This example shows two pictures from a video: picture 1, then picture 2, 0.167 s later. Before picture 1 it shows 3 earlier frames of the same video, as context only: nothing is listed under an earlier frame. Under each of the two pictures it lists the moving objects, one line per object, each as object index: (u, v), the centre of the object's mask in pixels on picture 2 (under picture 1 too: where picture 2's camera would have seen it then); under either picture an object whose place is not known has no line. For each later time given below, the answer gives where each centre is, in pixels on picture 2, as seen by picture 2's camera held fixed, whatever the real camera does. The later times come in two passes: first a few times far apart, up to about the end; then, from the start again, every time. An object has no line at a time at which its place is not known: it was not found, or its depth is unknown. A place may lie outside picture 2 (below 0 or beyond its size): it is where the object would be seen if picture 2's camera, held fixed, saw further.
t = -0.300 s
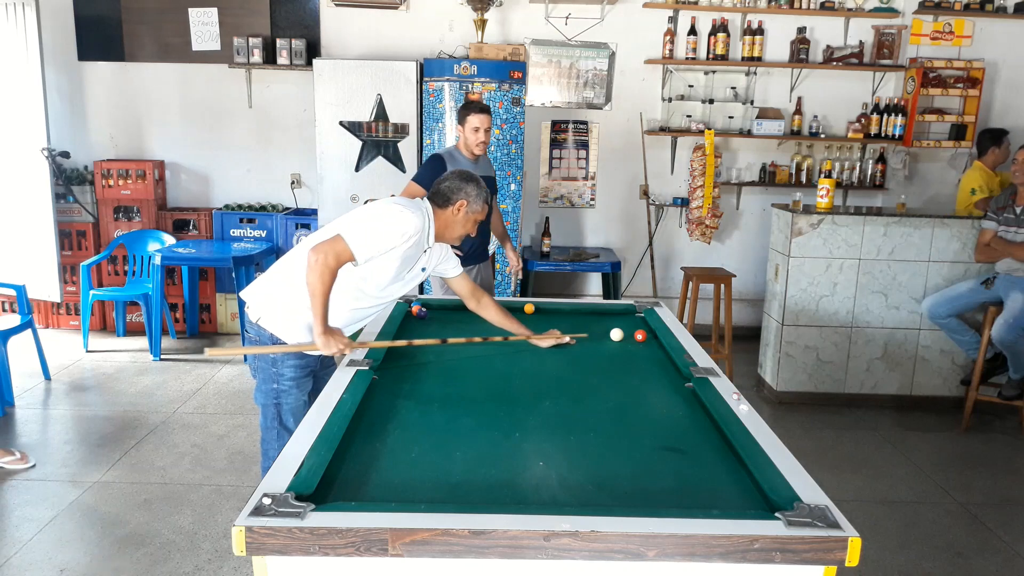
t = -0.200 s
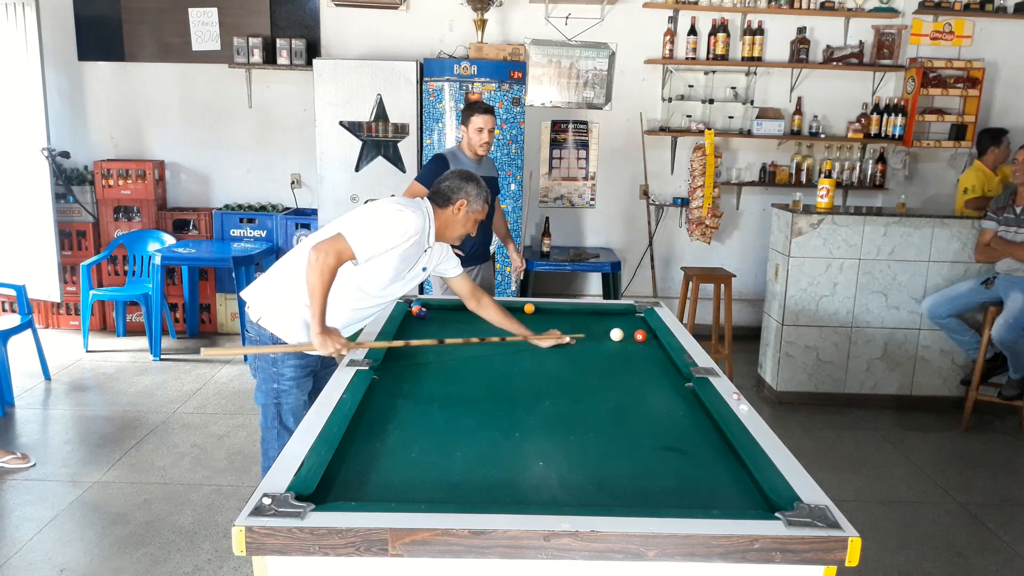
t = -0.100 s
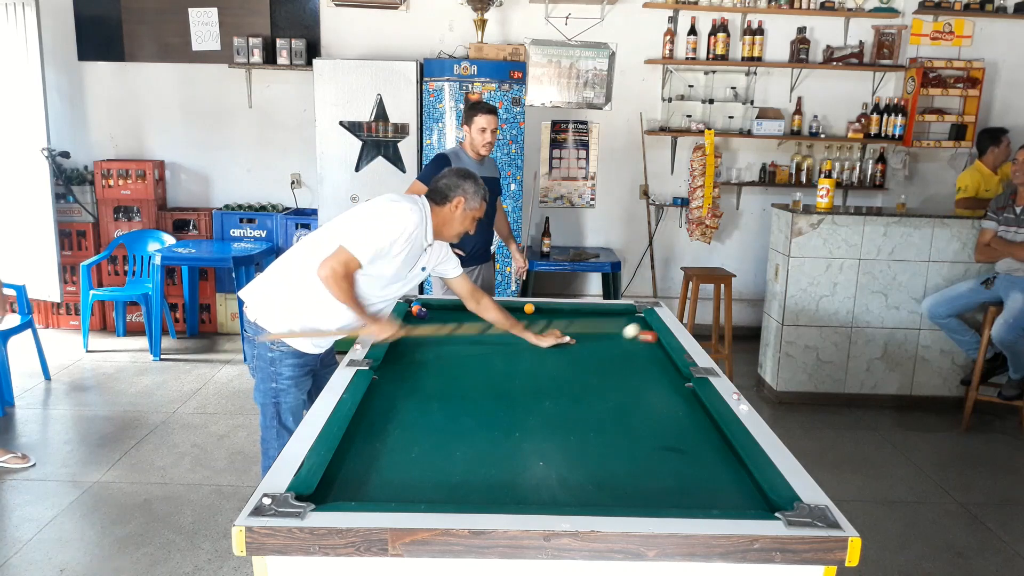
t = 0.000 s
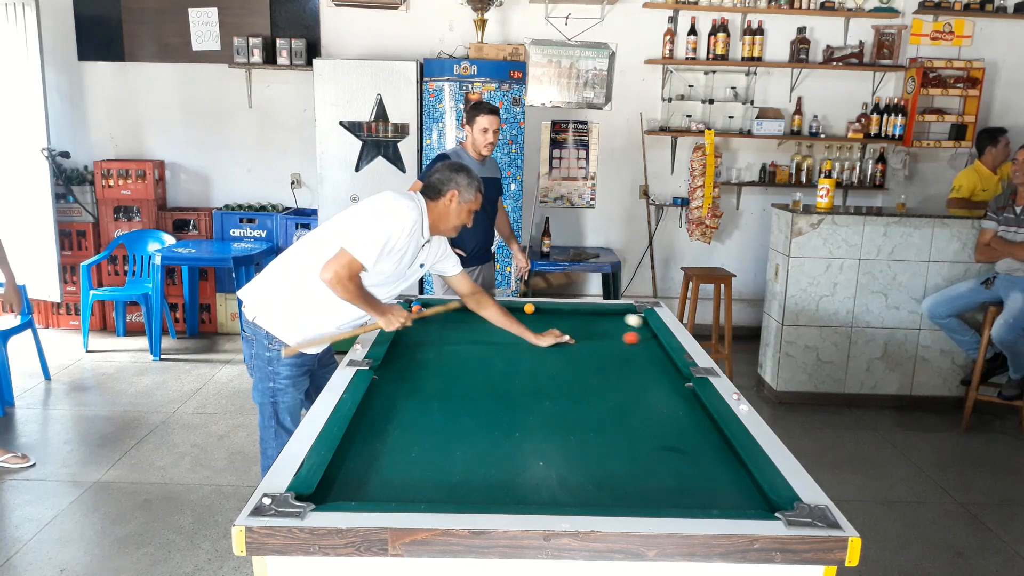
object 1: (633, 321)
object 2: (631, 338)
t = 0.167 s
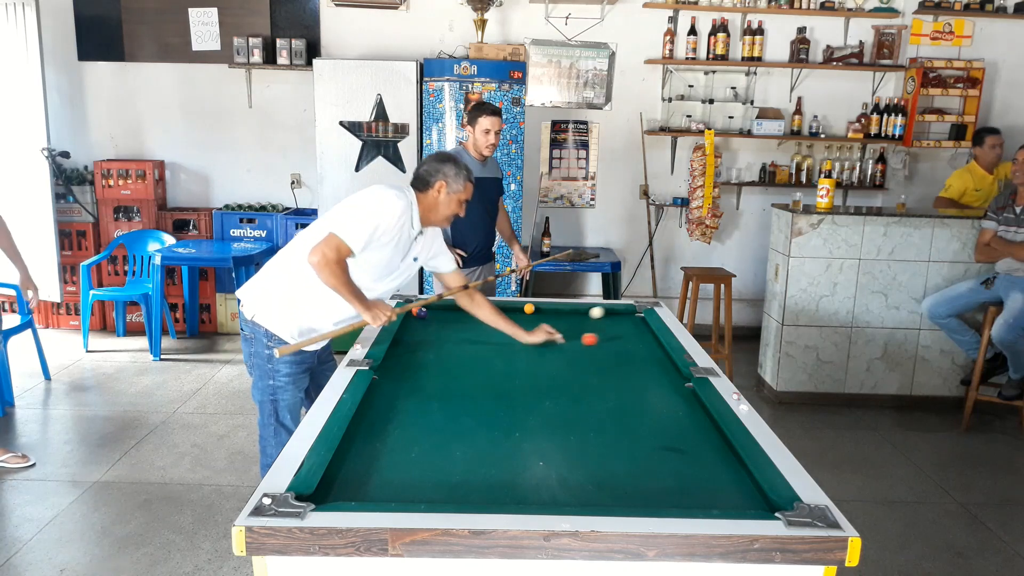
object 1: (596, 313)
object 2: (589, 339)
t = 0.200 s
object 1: (590, 314)
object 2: (581, 339)
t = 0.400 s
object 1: (550, 323)
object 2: (532, 341)
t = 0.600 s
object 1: (507, 332)
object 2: (482, 343)
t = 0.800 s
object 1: (460, 342)
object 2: (433, 344)
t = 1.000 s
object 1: (409, 354)
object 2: (401, 345)
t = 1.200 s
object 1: (407, 367)
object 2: (434, 349)
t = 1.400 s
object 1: (435, 381)
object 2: (465, 351)
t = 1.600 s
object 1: (465, 396)
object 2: (495, 352)
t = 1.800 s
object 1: (497, 414)
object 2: (524, 355)
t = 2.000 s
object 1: (532, 433)
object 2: (551, 357)
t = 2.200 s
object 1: (570, 454)
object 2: (578, 359)
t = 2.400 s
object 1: (612, 476)
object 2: (604, 361)
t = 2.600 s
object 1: (658, 499)
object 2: (629, 363)
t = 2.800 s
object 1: (689, 494)
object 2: (652, 365)
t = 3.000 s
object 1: (712, 481)
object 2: (671, 366)
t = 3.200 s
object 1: (732, 468)
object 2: (658, 367)
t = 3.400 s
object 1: (723, 458)
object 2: (648, 367)
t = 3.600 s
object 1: (703, 448)
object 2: (638, 367)
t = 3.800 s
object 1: (686, 440)
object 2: (630, 367)
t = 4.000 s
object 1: (669, 432)
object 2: (623, 367)
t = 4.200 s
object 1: (655, 426)
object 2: (618, 368)
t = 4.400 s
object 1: (642, 420)
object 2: (613, 368)
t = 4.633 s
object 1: (628, 414)
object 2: (610, 368)
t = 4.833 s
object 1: (618, 410)
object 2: (609, 368)
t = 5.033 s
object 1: (610, 406)
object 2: (609, 368)
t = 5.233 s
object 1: (602, 403)
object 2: (609, 368)
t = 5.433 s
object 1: (596, 401)
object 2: (609, 368)
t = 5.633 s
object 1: (591, 399)
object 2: (609, 368)
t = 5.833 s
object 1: (587, 397)
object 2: (609, 368)
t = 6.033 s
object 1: (584, 396)
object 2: (609, 368)
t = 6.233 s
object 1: (583, 396)
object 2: (609, 368)
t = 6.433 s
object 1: (582, 396)
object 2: (609, 368)
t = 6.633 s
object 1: (582, 396)
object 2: (609, 367)
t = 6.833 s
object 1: (582, 396)
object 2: (609, 368)
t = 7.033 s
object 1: (582, 396)
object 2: (609, 368)
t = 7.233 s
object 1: (582, 396)
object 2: (609, 368)
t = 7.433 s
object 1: (582, 396)
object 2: (609, 368)
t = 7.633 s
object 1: (582, 396)
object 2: (609, 368)
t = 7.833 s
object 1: (582, 396)
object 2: (609, 368)
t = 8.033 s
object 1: (582, 396)
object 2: (609, 368)
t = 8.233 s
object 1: (582, 396)
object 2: (609, 368)
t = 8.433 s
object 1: (582, 396)
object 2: (609, 368)
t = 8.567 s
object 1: (582, 396)
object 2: (609, 368)
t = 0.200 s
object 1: (590, 314)
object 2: (581, 339)
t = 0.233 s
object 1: (584, 316)
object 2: (573, 339)
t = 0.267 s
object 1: (577, 317)
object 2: (565, 340)
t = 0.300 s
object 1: (570, 319)
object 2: (556, 340)
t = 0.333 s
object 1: (564, 320)
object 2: (548, 340)
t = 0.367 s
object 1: (557, 321)
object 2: (540, 340)
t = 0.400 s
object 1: (550, 323)
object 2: (532, 341)
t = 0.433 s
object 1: (543, 324)
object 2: (523, 341)
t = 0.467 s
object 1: (536, 326)
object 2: (515, 341)
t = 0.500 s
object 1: (529, 327)
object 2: (507, 342)
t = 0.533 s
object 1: (522, 329)
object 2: (499, 342)
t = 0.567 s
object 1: (514, 330)
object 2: (491, 342)
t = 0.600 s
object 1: (507, 332)
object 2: (482, 343)
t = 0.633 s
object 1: (499, 333)
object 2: (474, 343)
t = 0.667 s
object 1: (492, 335)
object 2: (466, 343)
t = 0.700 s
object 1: (484, 337)
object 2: (458, 343)
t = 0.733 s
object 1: (476, 339)
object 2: (450, 344)
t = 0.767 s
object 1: (468, 340)
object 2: (441, 344)
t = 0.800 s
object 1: (460, 342)
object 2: (433, 344)
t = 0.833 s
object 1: (452, 344)
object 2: (425, 345)
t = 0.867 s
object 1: (444, 346)
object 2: (417, 345)
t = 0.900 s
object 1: (435, 348)
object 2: (409, 345)
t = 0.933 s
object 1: (427, 350)
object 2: (401, 346)
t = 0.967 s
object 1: (418, 352)
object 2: (397, 346)
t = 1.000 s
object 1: (409, 354)
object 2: (401, 345)
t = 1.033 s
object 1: (400, 356)
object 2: (408, 345)
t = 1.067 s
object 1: (392, 357)
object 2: (413, 347)
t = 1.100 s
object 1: (394, 360)
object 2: (418, 347)
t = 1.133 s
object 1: (399, 362)
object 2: (423, 348)
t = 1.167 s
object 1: (403, 364)
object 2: (429, 348)
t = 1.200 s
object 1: (407, 367)
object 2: (434, 349)
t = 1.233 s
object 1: (412, 369)
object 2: (439, 349)
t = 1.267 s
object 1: (416, 371)
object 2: (445, 349)
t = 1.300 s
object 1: (421, 373)
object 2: (450, 349)
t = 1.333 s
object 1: (426, 376)
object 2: (455, 350)
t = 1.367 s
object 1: (430, 378)
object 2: (460, 350)
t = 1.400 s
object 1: (435, 381)
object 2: (465, 351)
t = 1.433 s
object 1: (440, 383)
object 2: (470, 351)
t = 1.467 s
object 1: (445, 386)
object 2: (475, 351)
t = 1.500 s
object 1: (450, 388)
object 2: (480, 352)
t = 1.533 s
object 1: (455, 391)
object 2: (485, 352)
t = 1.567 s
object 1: (460, 394)
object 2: (490, 352)
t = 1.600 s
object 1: (465, 396)
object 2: (495, 352)
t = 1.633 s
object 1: (470, 399)
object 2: (500, 353)
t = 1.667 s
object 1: (475, 402)
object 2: (504, 353)
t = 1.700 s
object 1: (480, 405)
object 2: (509, 354)
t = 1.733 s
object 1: (486, 408)
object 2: (514, 354)
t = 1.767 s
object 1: (491, 411)
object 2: (519, 355)
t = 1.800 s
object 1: (497, 414)
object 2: (524, 355)
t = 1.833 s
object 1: (502, 417)
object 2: (528, 355)
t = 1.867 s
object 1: (508, 420)
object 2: (533, 355)
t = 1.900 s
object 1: (514, 423)
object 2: (538, 356)
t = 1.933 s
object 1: (520, 426)
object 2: (542, 356)
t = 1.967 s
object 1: (526, 429)
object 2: (547, 357)
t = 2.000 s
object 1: (532, 433)
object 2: (551, 357)
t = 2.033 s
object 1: (538, 436)
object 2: (556, 357)
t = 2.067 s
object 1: (544, 439)
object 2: (560, 358)
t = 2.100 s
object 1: (550, 443)
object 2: (565, 358)
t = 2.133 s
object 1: (557, 446)
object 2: (569, 358)
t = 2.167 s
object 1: (563, 450)
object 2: (574, 358)
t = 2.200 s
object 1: (570, 454)
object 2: (578, 359)
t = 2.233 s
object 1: (577, 457)
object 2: (582, 359)
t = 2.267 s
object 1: (584, 461)
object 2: (586, 359)
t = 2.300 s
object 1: (591, 465)
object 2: (591, 360)
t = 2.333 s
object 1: (598, 469)
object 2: (595, 360)
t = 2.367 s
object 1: (605, 472)
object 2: (600, 361)
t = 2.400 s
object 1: (612, 476)
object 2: (604, 361)
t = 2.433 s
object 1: (620, 480)
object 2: (608, 361)
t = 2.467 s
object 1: (627, 484)
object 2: (612, 362)
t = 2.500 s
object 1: (635, 489)
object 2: (616, 362)
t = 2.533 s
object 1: (643, 493)
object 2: (620, 362)
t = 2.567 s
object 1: (650, 496)
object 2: (625, 362)
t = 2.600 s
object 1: (658, 499)
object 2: (629, 363)
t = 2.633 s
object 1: (666, 502)
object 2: (633, 363)
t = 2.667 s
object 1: (672, 501)
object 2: (637, 363)
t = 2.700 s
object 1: (676, 500)
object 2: (641, 364)
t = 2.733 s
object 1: (681, 498)
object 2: (645, 364)
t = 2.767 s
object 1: (685, 496)
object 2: (649, 364)
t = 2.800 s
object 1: (689, 494)
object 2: (652, 365)
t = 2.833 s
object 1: (693, 492)
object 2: (656, 365)
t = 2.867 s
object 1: (697, 489)
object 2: (660, 365)
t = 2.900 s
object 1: (701, 487)
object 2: (664, 366)
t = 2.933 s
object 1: (705, 485)
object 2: (667, 366)
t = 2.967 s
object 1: (708, 483)
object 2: (671, 366)
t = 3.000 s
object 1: (712, 481)
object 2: (671, 366)
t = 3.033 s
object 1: (715, 479)
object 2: (669, 366)
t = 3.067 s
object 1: (719, 477)
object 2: (666, 366)
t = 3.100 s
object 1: (722, 475)
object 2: (664, 366)
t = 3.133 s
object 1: (725, 473)
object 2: (662, 366)
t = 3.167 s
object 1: (728, 471)
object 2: (660, 367)
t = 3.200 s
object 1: (732, 468)
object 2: (658, 367)
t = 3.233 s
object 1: (735, 467)
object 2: (657, 367)
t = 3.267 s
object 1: (736, 465)
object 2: (655, 367)
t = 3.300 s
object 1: (733, 463)
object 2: (653, 367)
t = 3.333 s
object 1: (730, 461)
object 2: (651, 367)
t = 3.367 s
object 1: (726, 460)
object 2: (649, 367)
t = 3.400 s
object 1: (723, 458)
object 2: (648, 367)
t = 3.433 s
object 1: (719, 456)
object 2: (646, 367)
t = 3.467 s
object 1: (716, 455)
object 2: (644, 367)
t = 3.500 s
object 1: (713, 453)
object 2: (643, 367)
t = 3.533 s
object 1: (709, 451)
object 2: (641, 367)
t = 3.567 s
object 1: (706, 450)
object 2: (640, 367)
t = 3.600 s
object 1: (703, 448)
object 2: (638, 367)
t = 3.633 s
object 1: (700, 447)
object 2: (637, 367)
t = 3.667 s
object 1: (697, 446)
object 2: (635, 367)
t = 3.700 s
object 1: (694, 444)
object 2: (634, 367)
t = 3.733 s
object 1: (691, 443)
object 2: (633, 367)
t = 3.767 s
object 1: (688, 441)
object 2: (631, 367)
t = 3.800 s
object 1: (686, 440)
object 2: (630, 367)
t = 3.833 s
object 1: (683, 439)
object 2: (629, 367)
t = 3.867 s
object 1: (680, 437)
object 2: (628, 367)
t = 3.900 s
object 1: (677, 436)
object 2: (627, 367)
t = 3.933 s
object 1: (675, 435)
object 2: (625, 368)
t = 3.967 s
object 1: (672, 434)
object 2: (624, 367)
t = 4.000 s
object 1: (669, 432)
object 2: (623, 367)
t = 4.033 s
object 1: (667, 431)
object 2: (622, 368)
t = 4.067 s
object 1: (664, 430)
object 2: (621, 368)
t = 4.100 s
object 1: (662, 429)
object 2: (620, 368)
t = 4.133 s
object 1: (660, 428)
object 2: (620, 368)
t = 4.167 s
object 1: (657, 427)
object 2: (619, 368)
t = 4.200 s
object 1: (655, 426)
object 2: (618, 368)
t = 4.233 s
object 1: (653, 425)
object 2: (617, 368)
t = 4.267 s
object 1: (650, 424)
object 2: (616, 368)
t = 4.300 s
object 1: (648, 423)
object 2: (615, 368)
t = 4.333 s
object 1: (646, 422)
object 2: (615, 368)
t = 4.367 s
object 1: (644, 421)
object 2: (614, 368)
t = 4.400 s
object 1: (642, 420)
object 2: (613, 368)
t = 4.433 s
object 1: (640, 419)
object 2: (613, 368)
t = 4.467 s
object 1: (638, 418)
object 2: (612, 368)
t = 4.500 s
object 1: (636, 417)
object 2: (612, 368)
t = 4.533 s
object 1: (634, 416)
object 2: (611, 368)
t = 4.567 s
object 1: (632, 416)
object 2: (611, 368)
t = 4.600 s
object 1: (630, 415)
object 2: (610, 368)
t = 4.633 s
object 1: (628, 414)
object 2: (610, 368)
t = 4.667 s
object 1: (627, 413)
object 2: (609, 368)
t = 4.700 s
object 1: (625, 413)
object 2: (609, 368)
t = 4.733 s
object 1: (623, 412)
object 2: (609, 368)
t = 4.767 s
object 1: (622, 411)
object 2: (609, 368)
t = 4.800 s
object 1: (620, 411)
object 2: (609, 368)
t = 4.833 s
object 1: (618, 410)
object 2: (609, 368)
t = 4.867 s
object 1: (617, 409)
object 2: (609, 368)
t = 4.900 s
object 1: (615, 409)
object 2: (609, 368)
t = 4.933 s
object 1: (614, 408)
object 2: (609, 368)
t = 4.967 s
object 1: (613, 407)
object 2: (609, 368)
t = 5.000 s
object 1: (611, 407)
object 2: (609, 368)
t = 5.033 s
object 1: (610, 406)
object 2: (609, 368)
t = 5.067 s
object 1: (608, 406)
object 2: (609, 368)
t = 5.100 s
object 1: (607, 405)
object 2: (609, 368)
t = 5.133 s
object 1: (606, 405)
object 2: (609, 368)
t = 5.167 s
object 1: (605, 404)
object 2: (609, 368)
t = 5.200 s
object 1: (603, 404)
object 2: (609, 368)
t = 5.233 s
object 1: (602, 403)
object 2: (609, 368)
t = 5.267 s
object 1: (601, 403)
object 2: (609, 368)
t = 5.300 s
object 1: (600, 402)
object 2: (609, 368)
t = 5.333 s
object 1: (599, 402)
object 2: (609, 368)
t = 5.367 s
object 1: (598, 401)
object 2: (609, 368)
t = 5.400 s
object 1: (597, 401)
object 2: (609, 368)
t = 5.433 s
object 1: (596, 401)
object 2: (609, 368)
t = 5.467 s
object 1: (596, 400)
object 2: (609, 368)
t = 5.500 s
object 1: (595, 400)
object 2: (609, 368)
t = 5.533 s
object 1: (594, 400)
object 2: (609, 368)
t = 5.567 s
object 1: (593, 399)
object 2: (609, 368)
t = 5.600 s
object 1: (592, 399)
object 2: (609, 368)
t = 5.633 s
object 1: (591, 399)
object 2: (609, 368)
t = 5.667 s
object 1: (591, 399)
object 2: (609, 368)
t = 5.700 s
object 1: (590, 398)
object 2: (609, 368)
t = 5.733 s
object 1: (589, 398)
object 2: (609, 368)
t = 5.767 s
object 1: (589, 398)
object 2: (609, 368)
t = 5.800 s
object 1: (588, 398)
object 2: (609, 368)
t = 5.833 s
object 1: (587, 397)
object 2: (609, 368)
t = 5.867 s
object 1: (587, 397)
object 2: (609, 368)
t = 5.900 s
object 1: (586, 397)
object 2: (609, 368)
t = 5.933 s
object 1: (586, 397)
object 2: (609, 368)
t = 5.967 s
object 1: (585, 397)
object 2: (609, 368)
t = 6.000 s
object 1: (585, 396)
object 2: (609, 368)
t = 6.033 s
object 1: (584, 396)
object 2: (609, 368)
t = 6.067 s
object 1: (584, 396)
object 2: (609, 368)
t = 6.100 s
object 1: (584, 396)
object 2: (609, 368)
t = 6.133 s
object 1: (583, 396)
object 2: (609, 368)
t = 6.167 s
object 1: (583, 396)
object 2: (609, 368)
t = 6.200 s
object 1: (583, 396)
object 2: (609, 368)
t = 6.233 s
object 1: (583, 396)
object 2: (609, 368)
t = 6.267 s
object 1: (583, 396)
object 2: (609, 368)
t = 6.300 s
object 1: (582, 396)
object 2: (609, 368)
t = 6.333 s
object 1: (582, 396)
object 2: (609, 368)
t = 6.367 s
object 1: (582, 396)
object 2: (609, 368)
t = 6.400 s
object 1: (582, 396)
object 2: (609, 368)
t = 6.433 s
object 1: (582, 396)
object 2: (609, 368)
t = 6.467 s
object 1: (582, 396)
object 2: (609, 369)
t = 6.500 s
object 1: (582, 396)
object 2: (609, 370)
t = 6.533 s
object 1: (582, 396)
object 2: (609, 368)
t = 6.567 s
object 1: (582, 396)
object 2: (609, 368)
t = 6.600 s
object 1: (582, 396)
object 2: (609, 368)
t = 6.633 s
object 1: (582, 396)
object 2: (609, 367)
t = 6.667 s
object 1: (582, 396)
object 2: (610, 366)
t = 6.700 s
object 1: (582, 396)
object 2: (609, 367)
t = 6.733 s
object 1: (582, 396)
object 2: (609, 368)
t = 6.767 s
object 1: (582, 396)
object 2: (609, 368)
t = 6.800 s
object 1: (582, 396)
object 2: (609, 368)
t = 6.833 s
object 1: (582, 396)
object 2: (609, 368)
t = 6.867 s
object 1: (582, 396)
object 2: (609, 368)
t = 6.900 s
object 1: (582, 396)
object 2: (609, 368)
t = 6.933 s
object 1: (582, 396)
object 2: (609, 368)
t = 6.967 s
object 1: (582, 396)
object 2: (609, 368)
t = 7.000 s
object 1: (582, 396)
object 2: (609, 368)
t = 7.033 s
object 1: (582, 396)
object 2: (609, 368)
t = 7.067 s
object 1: (582, 396)
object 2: (609, 368)
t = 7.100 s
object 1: (582, 396)
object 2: (609, 368)
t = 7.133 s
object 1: (582, 396)
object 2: (609, 368)
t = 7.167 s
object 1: (582, 396)
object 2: (609, 368)
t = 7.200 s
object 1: (582, 396)
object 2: (609, 368)
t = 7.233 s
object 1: (582, 396)
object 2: (609, 368)
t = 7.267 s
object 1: (582, 396)
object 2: (609, 368)
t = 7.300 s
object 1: (582, 396)
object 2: (609, 368)
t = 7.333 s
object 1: (582, 396)
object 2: (609, 368)
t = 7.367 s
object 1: (582, 396)
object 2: (609, 368)
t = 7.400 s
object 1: (582, 396)
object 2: (609, 368)
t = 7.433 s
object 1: (582, 396)
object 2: (609, 368)
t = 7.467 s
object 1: (582, 396)
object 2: (609, 368)
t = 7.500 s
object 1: (582, 396)
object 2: (609, 368)
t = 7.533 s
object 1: (582, 396)
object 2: (609, 368)
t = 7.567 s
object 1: (582, 396)
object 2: (609, 368)
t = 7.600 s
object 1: (582, 396)
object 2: (609, 368)
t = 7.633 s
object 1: (582, 396)
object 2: (609, 368)
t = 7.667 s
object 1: (582, 396)
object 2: (609, 368)
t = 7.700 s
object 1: (582, 396)
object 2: (609, 368)
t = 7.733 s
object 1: (582, 396)
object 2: (609, 368)
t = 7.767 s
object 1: (582, 396)
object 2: (609, 368)
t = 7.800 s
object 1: (582, 396)
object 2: (609, 368)
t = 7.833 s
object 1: (582, 396)
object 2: (609, 368)
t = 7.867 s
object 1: (582, 396)
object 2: (609, 368)
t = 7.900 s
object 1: (582, 396)
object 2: (609, 368)
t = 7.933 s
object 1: (582, 396)
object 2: (609, 368)
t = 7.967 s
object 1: (582, 396)
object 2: (609, 368)
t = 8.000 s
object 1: (582, 396)
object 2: (609, 368)
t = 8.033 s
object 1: (582, 396)
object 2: (609, 368)
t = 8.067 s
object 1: (582, 396)
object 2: (609, 368)
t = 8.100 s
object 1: (582, 396)
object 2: (609, 368)
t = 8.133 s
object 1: (582, 396)
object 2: (609, 368)
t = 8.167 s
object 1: (582, 396)
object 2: (609, 368)
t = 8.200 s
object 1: (582, 396)
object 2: (609, 368)
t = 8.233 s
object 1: (582, 396)
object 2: (609, 368)
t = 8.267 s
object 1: (582, 396)
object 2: (609, 368)
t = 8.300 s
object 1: (582, 396)
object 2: (609, 368)
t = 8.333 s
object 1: (582, 396)
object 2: (609, 368)
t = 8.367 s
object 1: (582, 396)
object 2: (609, 368)
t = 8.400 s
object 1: (582, 396)
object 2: (609, 368)
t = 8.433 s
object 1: (582, 396)
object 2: (609, 368)
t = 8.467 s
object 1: (582, 396)
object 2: (609, 368)
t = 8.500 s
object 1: (582, 396)
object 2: (609, 368)
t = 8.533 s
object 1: (582, 396)
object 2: (609, 368)
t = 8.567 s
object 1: (582, 396)
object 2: (609, 368)
